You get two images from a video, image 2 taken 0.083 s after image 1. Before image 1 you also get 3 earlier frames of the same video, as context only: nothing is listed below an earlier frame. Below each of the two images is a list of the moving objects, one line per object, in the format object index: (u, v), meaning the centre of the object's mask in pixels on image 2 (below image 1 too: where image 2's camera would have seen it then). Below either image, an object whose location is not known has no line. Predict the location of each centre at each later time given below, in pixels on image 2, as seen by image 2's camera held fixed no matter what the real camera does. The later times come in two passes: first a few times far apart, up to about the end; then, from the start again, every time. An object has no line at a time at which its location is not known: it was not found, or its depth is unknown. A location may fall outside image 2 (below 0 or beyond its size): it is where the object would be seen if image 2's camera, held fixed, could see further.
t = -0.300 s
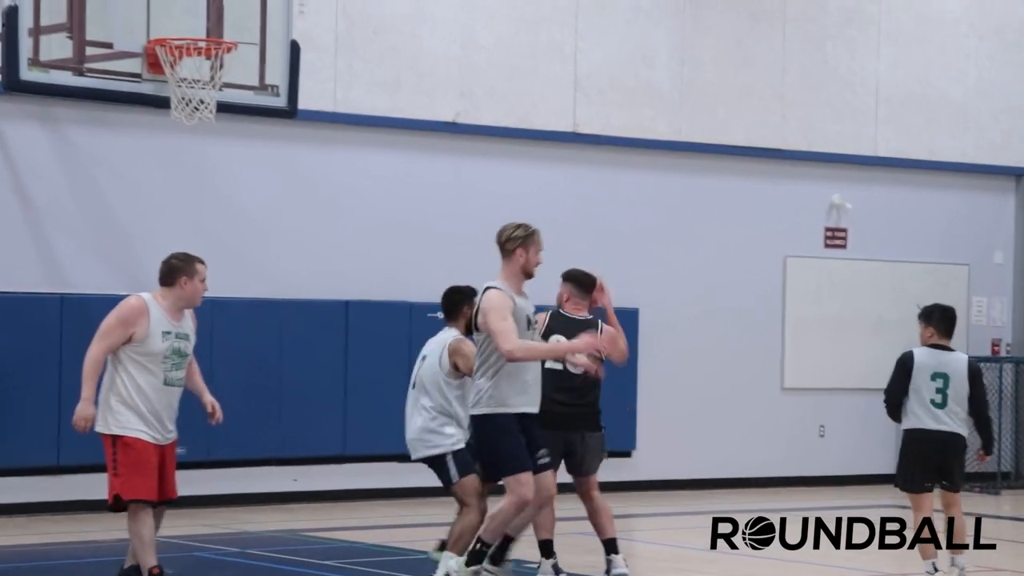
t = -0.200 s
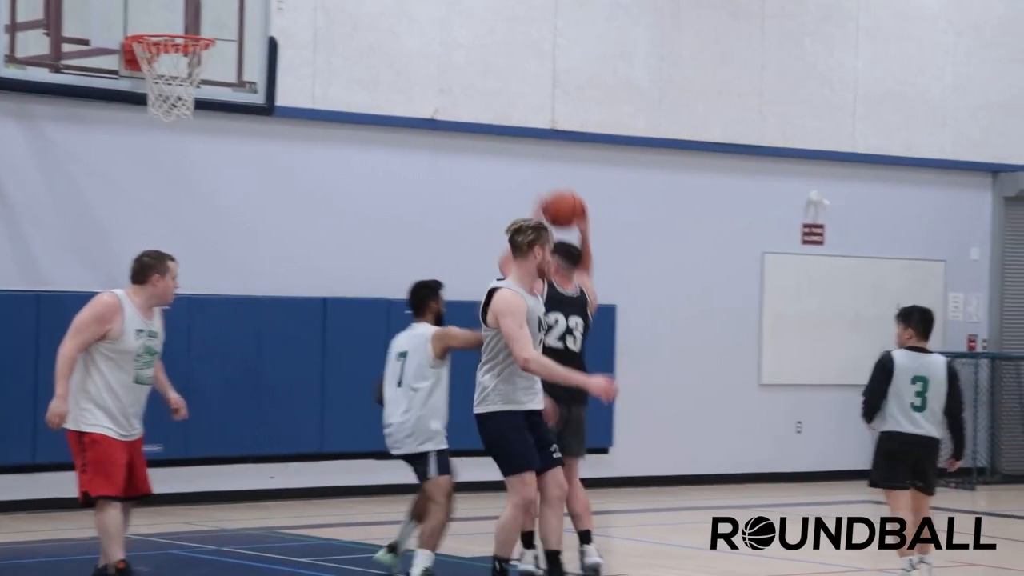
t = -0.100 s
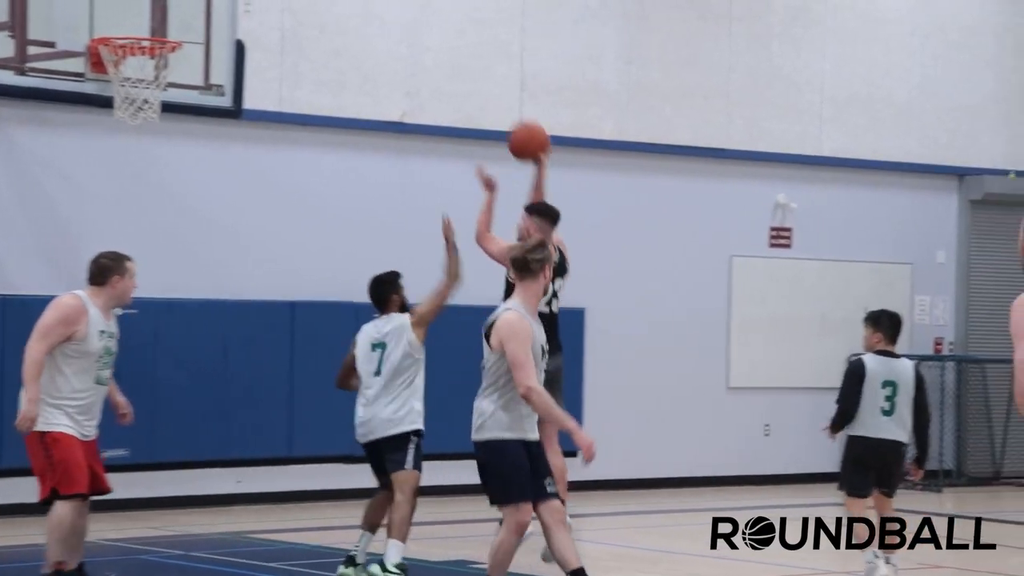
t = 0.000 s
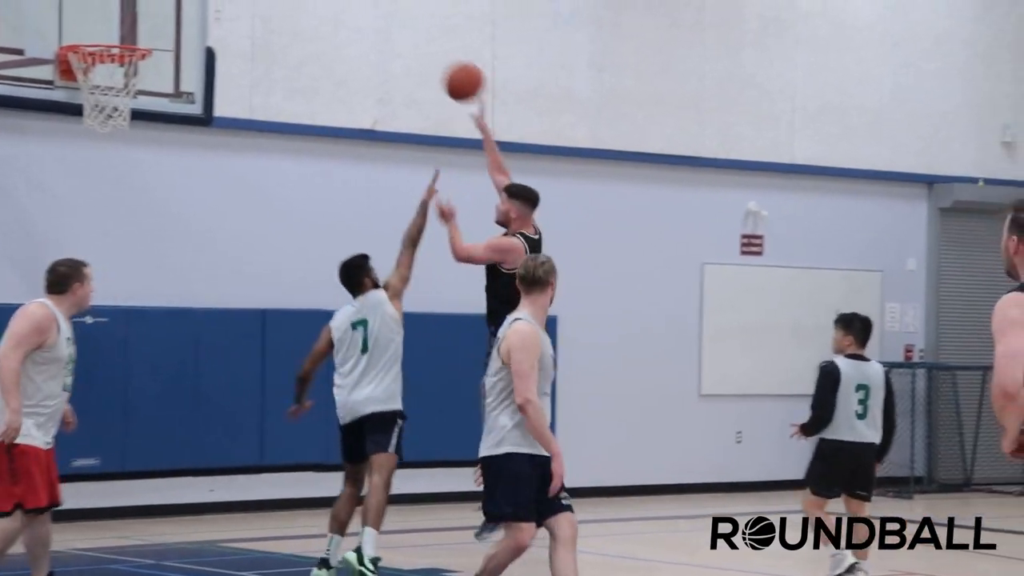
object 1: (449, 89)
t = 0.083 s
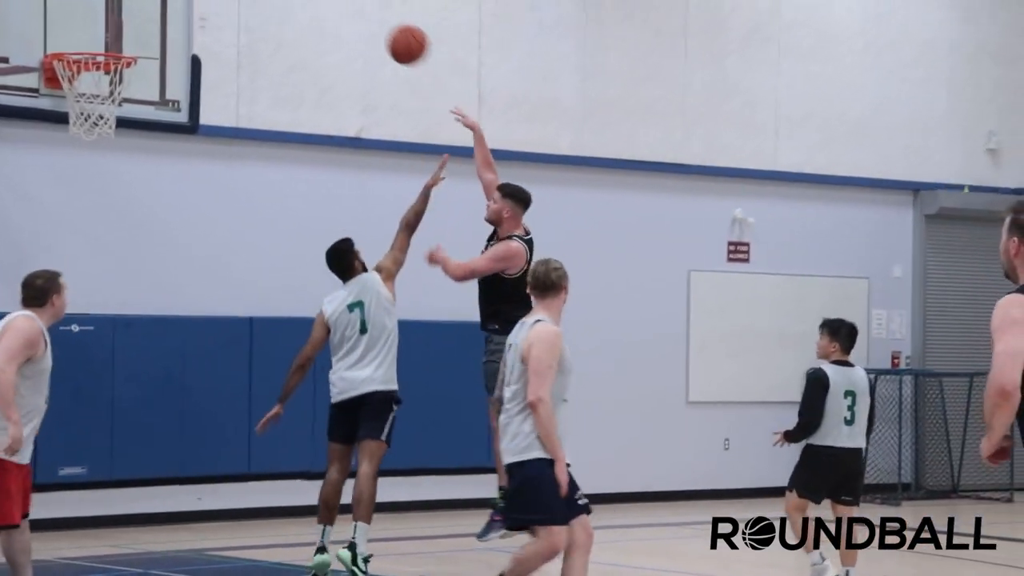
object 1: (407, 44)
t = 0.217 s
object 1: (338, 2)
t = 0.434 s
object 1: (223, -23)
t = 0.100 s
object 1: (399, 36)
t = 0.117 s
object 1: (390, 29)
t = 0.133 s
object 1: (381, 22)
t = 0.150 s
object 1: (373, 16)
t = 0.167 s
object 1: (365, 11)
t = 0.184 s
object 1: (356, 8)
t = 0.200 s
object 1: (347, 5)
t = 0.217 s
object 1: (338, 2)
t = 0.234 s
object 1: (329, -1)
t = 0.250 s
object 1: (320, -3)
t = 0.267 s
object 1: (311, -6)
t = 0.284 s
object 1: (302, -8)
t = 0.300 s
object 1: (294, -10)
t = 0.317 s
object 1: (285, -12)
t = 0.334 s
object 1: (276, -14)
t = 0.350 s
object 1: (267, -16)
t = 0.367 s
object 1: (258, -18)
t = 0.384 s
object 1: (249, -19)
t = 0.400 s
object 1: (240, -21)
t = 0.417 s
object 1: (231, -22)
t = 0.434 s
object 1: (223, -23)
